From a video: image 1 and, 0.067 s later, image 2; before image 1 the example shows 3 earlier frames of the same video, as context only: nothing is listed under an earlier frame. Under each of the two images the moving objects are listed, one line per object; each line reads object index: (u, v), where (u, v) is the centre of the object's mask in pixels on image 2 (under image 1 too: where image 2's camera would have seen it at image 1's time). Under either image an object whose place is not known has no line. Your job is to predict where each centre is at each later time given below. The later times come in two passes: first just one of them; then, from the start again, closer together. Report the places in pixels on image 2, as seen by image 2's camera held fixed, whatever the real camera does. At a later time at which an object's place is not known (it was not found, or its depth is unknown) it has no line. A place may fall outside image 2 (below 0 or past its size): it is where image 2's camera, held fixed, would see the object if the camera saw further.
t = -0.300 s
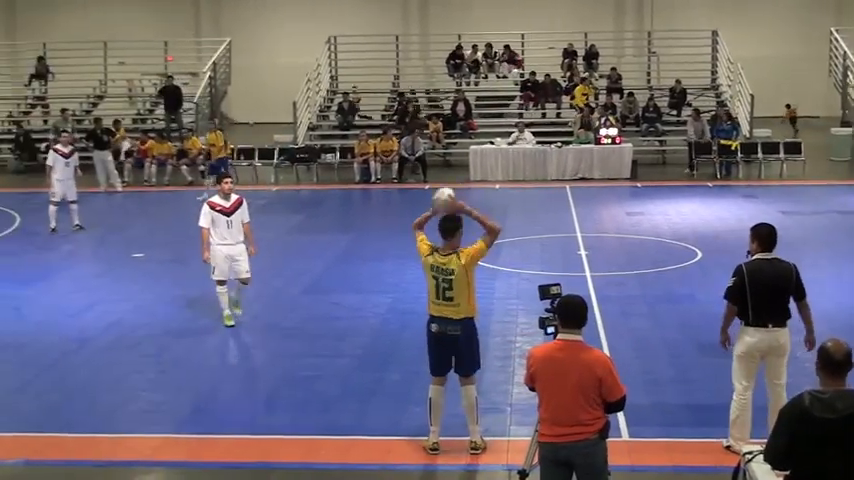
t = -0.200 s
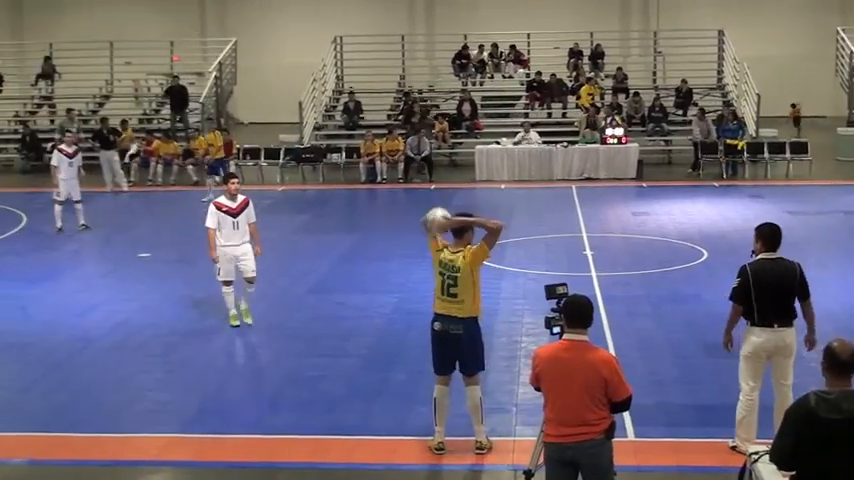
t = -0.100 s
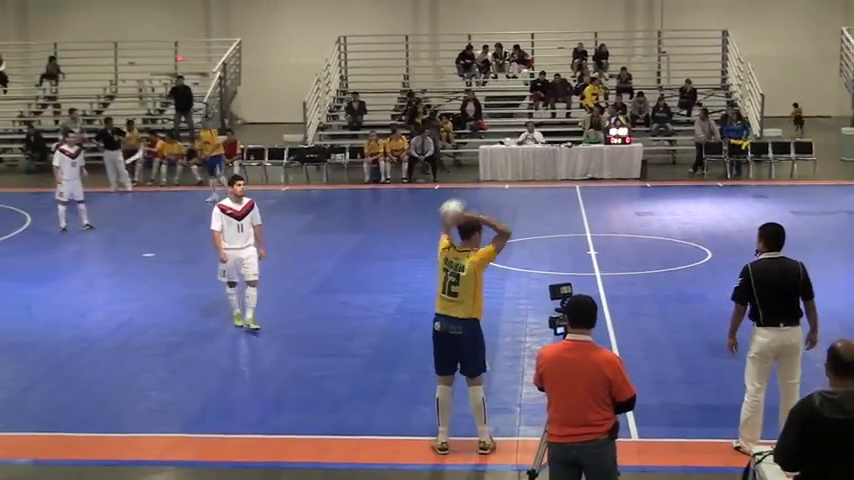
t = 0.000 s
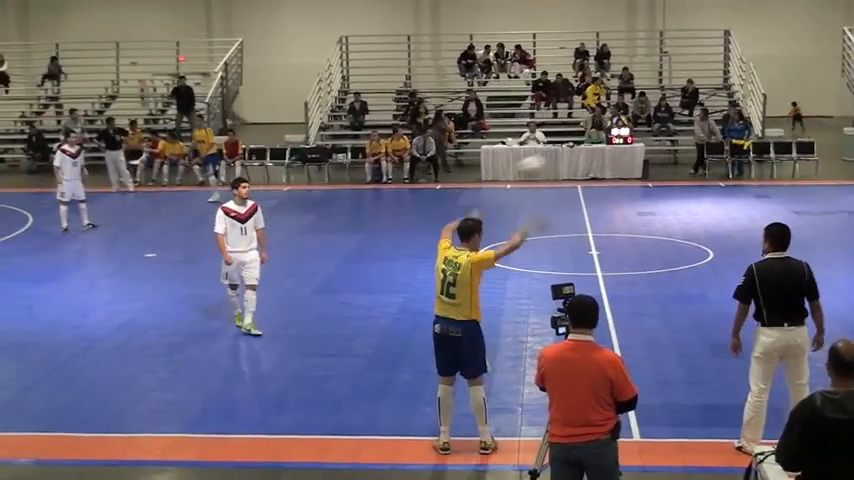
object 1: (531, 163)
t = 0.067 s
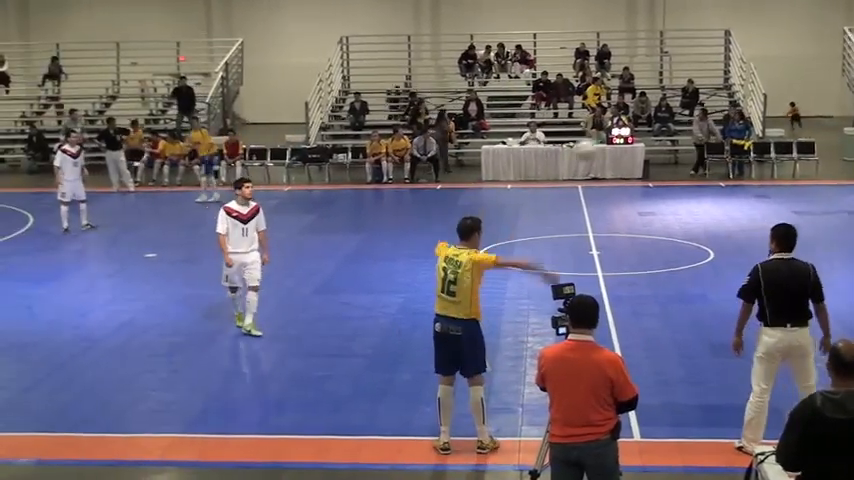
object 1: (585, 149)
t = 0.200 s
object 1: (682, 135)
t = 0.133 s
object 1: (638, 137)
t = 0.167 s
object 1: (660, 134)
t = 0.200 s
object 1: (682, 135)
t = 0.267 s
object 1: (722, 134)
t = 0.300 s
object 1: (740, 136)
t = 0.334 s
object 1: (757, 138)
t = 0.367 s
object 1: (771, 142)
